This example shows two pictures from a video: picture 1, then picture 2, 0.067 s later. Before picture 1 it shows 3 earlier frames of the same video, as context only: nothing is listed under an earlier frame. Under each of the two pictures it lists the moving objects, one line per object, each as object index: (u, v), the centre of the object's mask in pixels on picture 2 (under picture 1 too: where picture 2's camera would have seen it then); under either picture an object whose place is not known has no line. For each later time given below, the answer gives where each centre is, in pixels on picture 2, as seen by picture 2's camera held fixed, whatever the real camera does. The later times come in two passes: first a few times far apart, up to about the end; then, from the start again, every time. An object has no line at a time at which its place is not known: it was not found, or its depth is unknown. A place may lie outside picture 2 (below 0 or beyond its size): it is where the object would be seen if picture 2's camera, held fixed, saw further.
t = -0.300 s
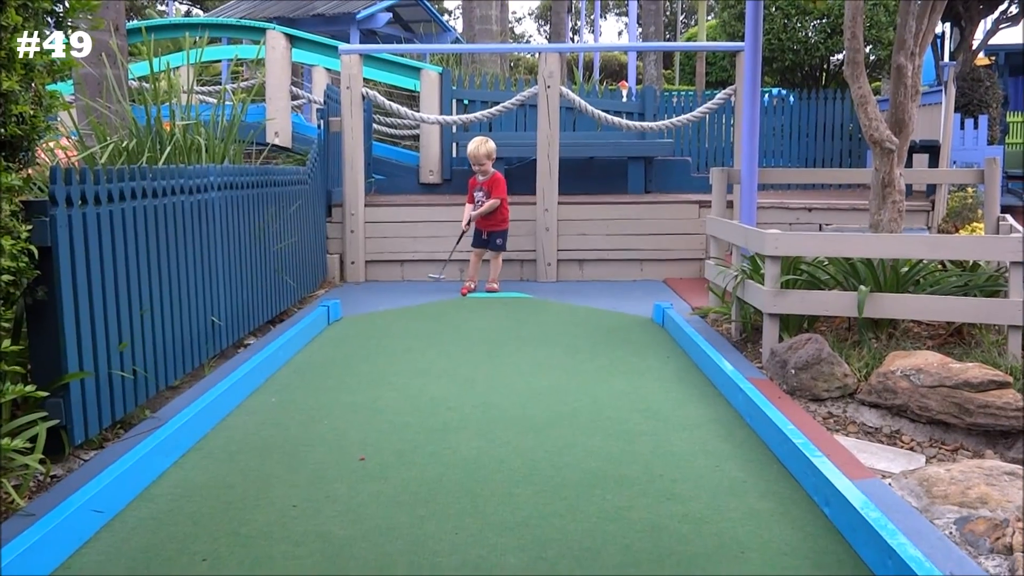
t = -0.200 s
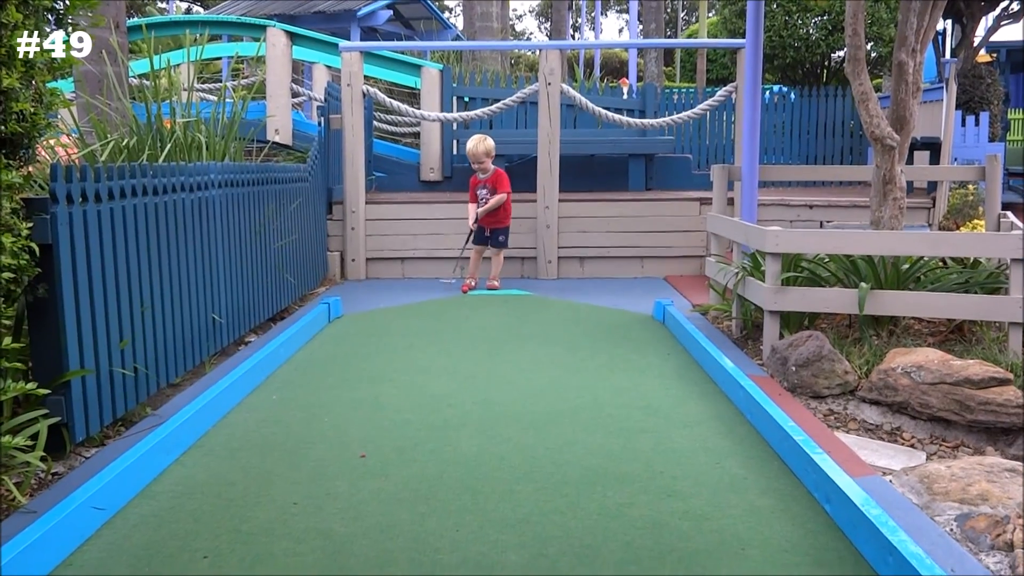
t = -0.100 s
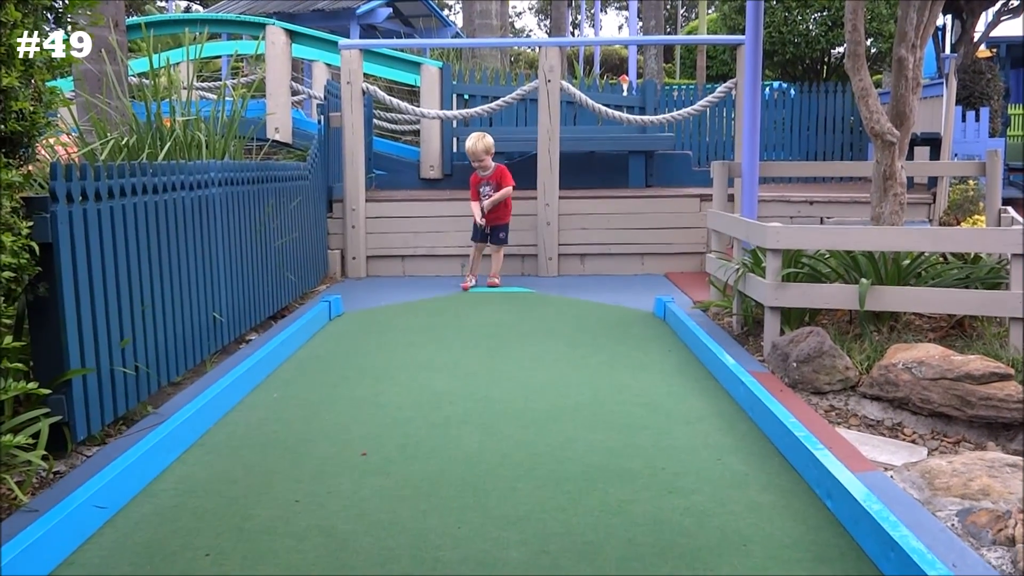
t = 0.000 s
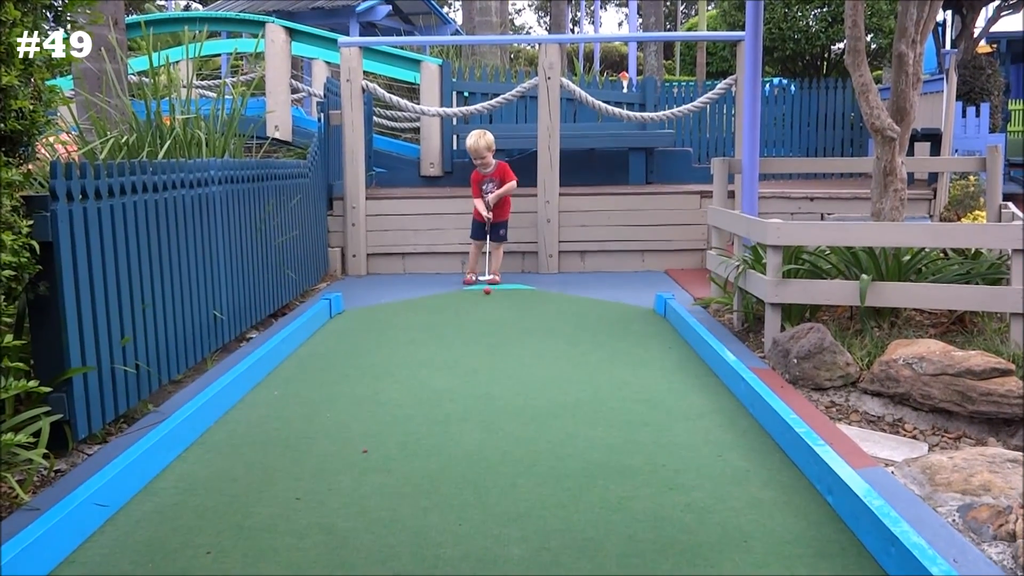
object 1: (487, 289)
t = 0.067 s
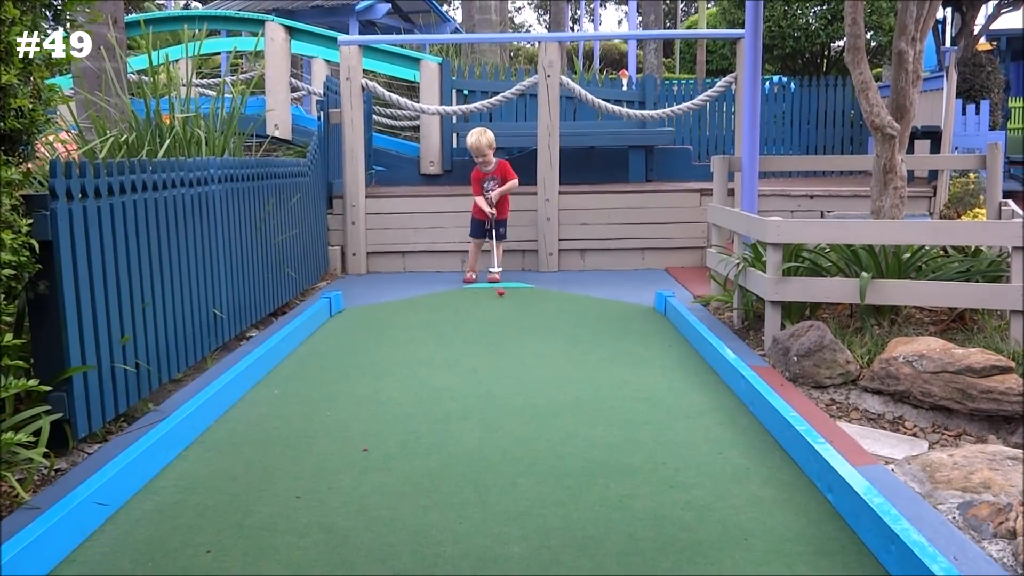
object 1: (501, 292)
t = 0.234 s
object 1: (533, 301)
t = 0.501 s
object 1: (586, 314)
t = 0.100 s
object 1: (507, 294)
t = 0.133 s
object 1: (514, 296)
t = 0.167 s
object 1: (520, 297)
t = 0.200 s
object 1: (526, 299)
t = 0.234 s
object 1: (533, 301)
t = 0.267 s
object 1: (539, 303)
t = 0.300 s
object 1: (545, 305)
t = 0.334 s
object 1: (552, 306)
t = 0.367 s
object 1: (559, 308)
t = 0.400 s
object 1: (565, 309)
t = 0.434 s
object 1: (572, 311)
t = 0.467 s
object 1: (579, 312)
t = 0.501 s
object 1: (586, 314)
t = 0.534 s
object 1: (594, 316)
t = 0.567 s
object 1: (602, 318)
